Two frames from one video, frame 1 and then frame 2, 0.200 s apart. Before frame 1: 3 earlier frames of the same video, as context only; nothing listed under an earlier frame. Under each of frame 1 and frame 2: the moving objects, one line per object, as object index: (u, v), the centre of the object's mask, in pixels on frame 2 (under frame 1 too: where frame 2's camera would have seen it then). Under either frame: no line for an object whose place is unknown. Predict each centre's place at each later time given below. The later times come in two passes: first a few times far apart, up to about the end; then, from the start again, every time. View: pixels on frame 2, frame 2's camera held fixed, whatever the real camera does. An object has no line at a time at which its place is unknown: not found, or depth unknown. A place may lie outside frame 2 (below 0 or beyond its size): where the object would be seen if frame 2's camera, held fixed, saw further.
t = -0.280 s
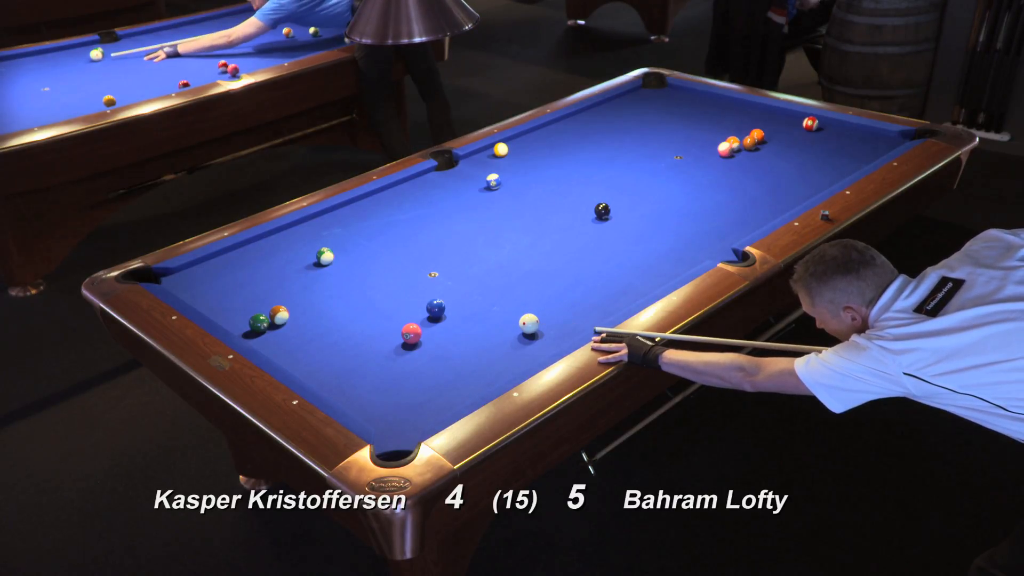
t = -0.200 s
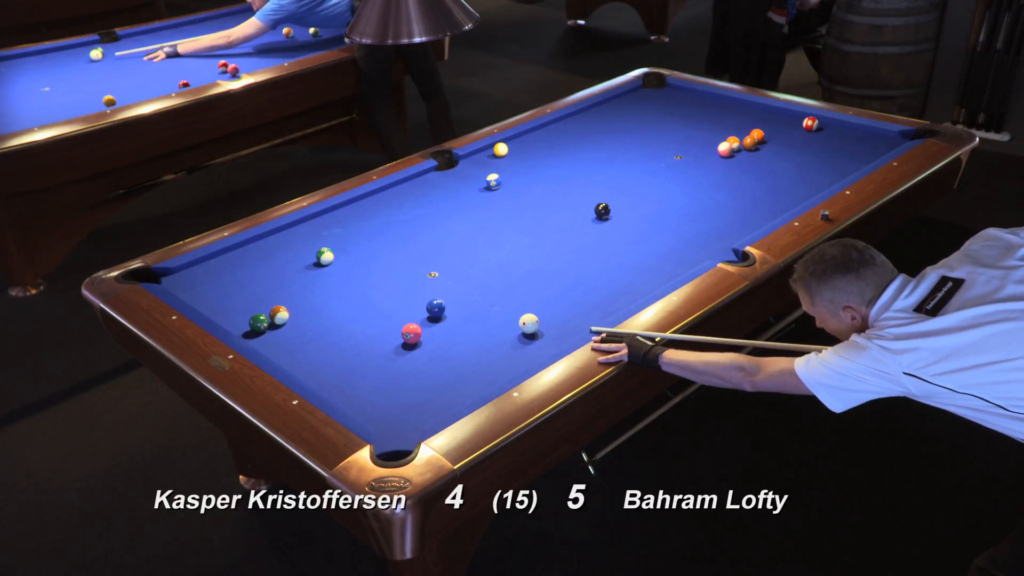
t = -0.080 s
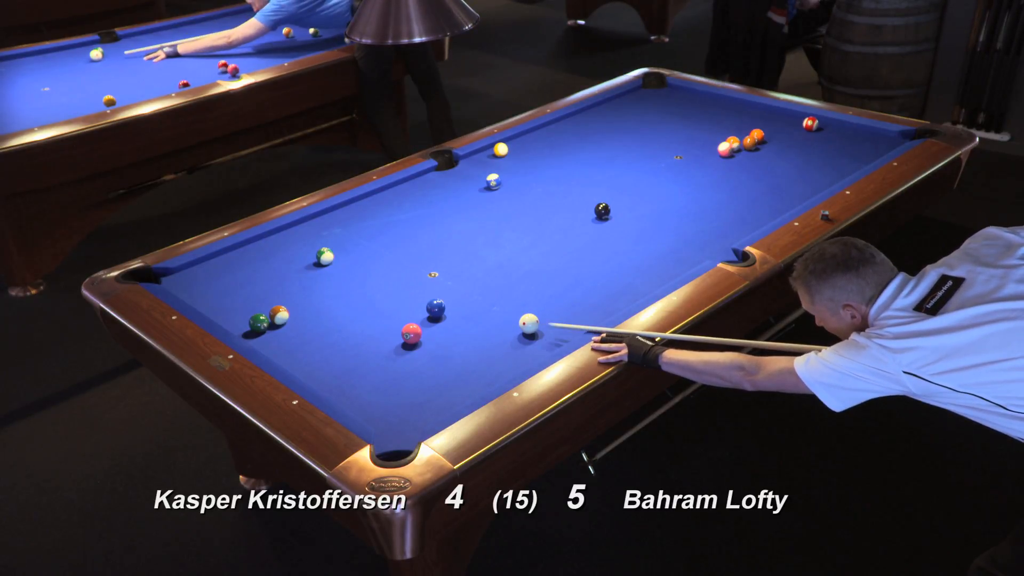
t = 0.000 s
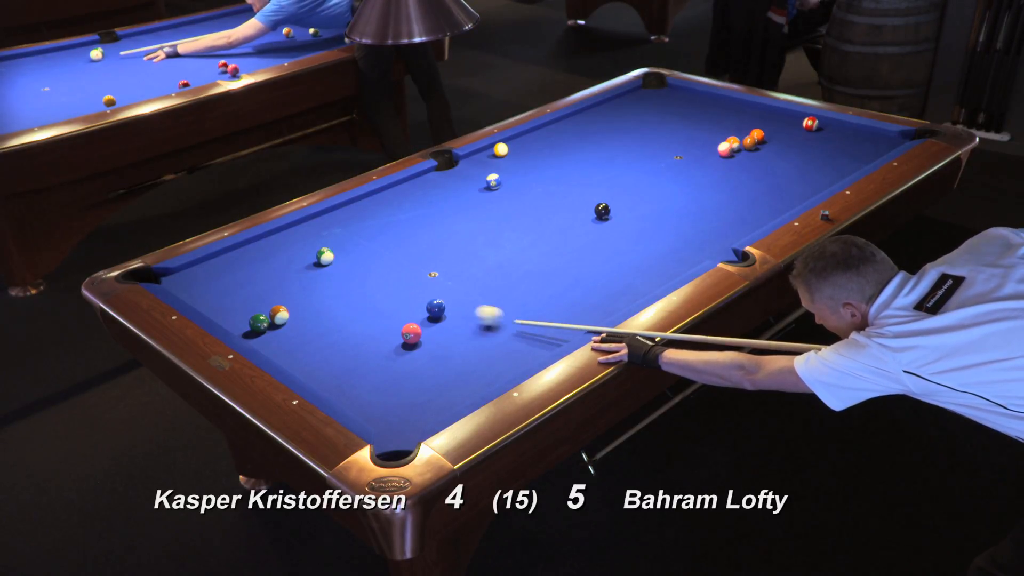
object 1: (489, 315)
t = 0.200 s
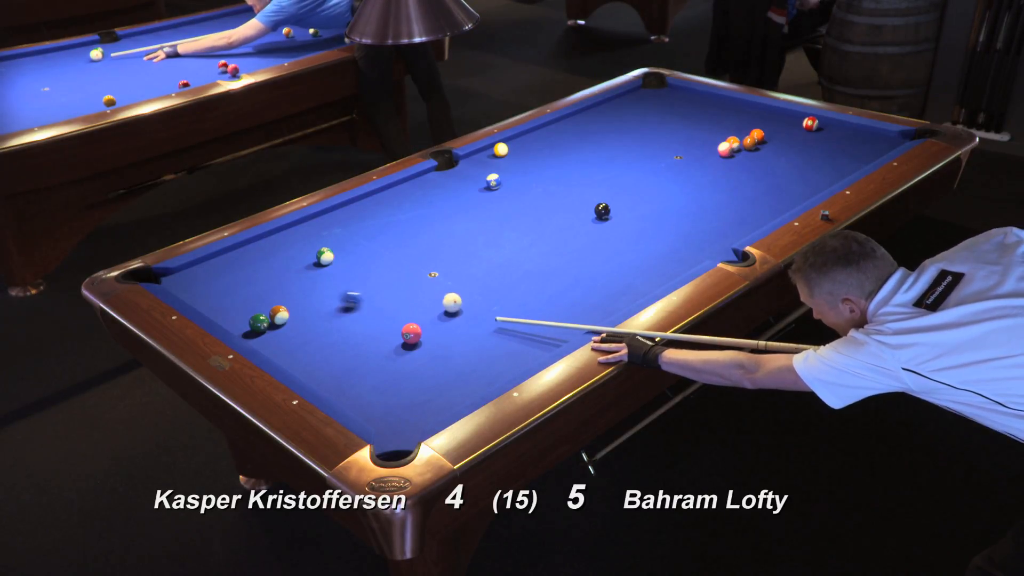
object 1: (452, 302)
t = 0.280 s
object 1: (449, 299)
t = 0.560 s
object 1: (441, 288)
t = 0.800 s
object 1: (435, 279)
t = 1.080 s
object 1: (429, 270)
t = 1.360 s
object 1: (423, 263)
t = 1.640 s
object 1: (417, 256)
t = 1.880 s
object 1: (413, 251)
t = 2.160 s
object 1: (409, 246)
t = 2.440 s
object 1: (405, 242)
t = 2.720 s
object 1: (403, 238)
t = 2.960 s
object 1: (401, 236)
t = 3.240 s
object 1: (399, 234)
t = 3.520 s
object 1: (398, 232)
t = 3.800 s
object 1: (397, 232)
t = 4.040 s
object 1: (397, 231)
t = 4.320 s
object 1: (397, 232)
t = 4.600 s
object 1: (397, 232)
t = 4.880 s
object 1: (397, 232)
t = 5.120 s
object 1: (397, 232)
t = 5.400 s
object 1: (397, 232)
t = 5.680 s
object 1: (397, 232)
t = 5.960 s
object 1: (397, 232)
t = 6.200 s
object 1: (397, 232)
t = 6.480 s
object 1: (397, 232)
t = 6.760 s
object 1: (397, 232)
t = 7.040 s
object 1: (397, 232)
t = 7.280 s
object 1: (397, 232)
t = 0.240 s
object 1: (451, 301)
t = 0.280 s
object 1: (449, 299)
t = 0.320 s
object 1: (448, 297)
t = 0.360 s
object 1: (447, 296)
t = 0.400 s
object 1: (446, 294)
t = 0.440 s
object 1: (445, 293)
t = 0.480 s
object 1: (444, 291)
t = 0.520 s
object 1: (443, 289)
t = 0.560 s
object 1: (441, 288)
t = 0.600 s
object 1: (440, 286)
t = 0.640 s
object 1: (439, 285)
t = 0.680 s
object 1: (438, 283)
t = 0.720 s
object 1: (437, 282)
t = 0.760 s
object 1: (436, 281)
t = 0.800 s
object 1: (435, 279)
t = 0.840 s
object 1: (434, 278)
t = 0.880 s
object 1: (433, 276)
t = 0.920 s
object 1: (432, 275)
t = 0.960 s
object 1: (431, 274)
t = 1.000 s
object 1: (431, 273)
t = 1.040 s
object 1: (430, 271)
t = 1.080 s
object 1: (429, 270)
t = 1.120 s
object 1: (428, 269)
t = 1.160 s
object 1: (427, 268)
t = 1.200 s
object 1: (426, 266)
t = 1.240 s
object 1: (426, 265)
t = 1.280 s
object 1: (425, 264)
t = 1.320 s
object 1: (424, 264)
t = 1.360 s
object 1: (423, 263)
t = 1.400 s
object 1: (422, 261)
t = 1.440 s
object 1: (421, 260)
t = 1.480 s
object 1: (420, 260)
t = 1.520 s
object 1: (419, 259)
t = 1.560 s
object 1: (419, 258)
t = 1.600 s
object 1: (418, 257)
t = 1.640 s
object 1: (417, 256)
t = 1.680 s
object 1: (417, 255)
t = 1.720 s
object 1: (416, 254)
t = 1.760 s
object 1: (415, 253)
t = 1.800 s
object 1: (414, 253)
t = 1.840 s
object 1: (414, 252)
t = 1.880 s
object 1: (413, 251)
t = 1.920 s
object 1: (412, 250)
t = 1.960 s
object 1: (412, 249)
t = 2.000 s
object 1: (411, 249)
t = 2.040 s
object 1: (411, 248)
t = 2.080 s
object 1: (410, 247)
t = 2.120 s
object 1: (409, 247)
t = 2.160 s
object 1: (409, 246)
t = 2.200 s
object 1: (408, 245)
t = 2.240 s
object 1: (408, 245)
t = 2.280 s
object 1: (407, 244)
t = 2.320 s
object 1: (407, 243)
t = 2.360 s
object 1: (406, 243)
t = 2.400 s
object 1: (406, 242)
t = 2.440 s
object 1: (405, 242)
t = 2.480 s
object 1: (405, 241)
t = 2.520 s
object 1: (404, 240)
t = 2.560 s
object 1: (404, 240)
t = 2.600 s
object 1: (404, 239)
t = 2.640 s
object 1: (403, 239)
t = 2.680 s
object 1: (403, 239)
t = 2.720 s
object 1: (403, 238)
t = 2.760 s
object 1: (402, 237)
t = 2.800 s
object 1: (402, 237)
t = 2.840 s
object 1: (402, 237)
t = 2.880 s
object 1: (401, 236)
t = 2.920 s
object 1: (401, 236)
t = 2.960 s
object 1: (401, 236)
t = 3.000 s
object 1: (401, 235)
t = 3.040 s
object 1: (400, 235)
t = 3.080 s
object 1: (400, 235)
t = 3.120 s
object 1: (400, 234)
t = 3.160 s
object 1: (400, 234)
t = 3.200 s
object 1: (399, 234)
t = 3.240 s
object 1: (399, 234)
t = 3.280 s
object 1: (399, 233)
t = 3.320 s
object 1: (399, 233)
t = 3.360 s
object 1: (399, 233)
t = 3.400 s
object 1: (399, 233)
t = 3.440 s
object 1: (398, 233)
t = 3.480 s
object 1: (398, 233)
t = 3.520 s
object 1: (398, 232)
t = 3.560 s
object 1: (398, 232)
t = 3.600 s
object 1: (398, 232)
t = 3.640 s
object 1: (398, 232)
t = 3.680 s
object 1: (398, 232)
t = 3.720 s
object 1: (398, 232)
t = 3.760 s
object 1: (397, 232)
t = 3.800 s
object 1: (397, 232)
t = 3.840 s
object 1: (397, 232)
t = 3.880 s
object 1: (397, 232)
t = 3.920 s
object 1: (397, 232)
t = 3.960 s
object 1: (397, 231)
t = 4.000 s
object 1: (397, 231)
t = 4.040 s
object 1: (397, 231)
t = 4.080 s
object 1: (397, 231)
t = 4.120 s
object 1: (397, 232)
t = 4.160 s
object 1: (397, 232)
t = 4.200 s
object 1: (397, 232)
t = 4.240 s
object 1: (397, 232)
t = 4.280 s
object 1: (397, 232)
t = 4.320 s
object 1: (397, 232)
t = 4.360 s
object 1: (397, 232)
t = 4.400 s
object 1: (397, 232)
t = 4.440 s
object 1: (397, 232)
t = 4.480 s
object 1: (397, 232)
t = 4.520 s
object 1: (397, 232)
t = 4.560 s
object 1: (397, 232)
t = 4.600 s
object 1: (397, 232)
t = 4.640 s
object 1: (397, 232)
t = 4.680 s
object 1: (397, 232)
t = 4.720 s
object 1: (397, 232)
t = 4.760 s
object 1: (397, 232)
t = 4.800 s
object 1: (397, 232)
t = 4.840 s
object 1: (397, 232)
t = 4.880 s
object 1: (397, 232)
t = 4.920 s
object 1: (397, 232)
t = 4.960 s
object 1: (397, 232)
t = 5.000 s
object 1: (397, 232)
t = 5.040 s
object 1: (397, 232)
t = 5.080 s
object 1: (397, 232)
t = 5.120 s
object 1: (397, 232)
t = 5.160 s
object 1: (397, 232)
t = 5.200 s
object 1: (397, 232)
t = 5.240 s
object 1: (397, 232)
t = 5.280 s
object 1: (397, 232)
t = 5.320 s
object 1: (397, 232)
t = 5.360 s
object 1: (397, 232)
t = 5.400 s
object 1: (397, 232)
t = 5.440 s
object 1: (397, 232)
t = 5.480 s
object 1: (397, 232)
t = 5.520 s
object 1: (397, 232)
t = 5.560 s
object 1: (397, 232)
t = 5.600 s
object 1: (397, 232)
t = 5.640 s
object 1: (397, 232)
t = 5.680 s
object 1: (397, 232)
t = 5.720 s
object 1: (397, 232)
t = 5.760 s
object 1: (397, 232)
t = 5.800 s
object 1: (397, 232)
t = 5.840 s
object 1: (397, 232)
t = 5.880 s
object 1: (397, 232)
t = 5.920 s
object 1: (397, 232)
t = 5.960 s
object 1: (397, 232)
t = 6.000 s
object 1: (397, 232)
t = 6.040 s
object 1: (397, 232)
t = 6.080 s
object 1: (397, 232)
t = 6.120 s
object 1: (397, 232)
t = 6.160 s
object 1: (397, 232)
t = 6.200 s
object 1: (397, 232)
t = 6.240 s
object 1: (397, 232)
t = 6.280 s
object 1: (397, 232)
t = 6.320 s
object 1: (397, 232)
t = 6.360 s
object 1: (397, 232)
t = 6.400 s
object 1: (397, 232)
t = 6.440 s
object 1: (397, 232)
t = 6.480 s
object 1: (397, 232)
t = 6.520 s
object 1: (397, 232)
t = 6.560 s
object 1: (397, 232)
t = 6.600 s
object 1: (397, 232)
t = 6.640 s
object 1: (397, 232)
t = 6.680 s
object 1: (397, 232)
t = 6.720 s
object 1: (397, 232)
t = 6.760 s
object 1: (397, 232)
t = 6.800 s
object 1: (397, 232)
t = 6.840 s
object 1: (397, 232)
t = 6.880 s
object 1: (397, 232)
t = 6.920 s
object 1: (397, 232)
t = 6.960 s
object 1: (397, 232)
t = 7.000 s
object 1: (397, 232)
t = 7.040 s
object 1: (397, 232)
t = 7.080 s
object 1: (397, 232)
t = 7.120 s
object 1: (397, 232)
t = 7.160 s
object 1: (397, 232)
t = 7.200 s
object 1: (397, 232)
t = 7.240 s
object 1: (397, 232)
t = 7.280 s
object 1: (397, 232)
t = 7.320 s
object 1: (397, 232)
